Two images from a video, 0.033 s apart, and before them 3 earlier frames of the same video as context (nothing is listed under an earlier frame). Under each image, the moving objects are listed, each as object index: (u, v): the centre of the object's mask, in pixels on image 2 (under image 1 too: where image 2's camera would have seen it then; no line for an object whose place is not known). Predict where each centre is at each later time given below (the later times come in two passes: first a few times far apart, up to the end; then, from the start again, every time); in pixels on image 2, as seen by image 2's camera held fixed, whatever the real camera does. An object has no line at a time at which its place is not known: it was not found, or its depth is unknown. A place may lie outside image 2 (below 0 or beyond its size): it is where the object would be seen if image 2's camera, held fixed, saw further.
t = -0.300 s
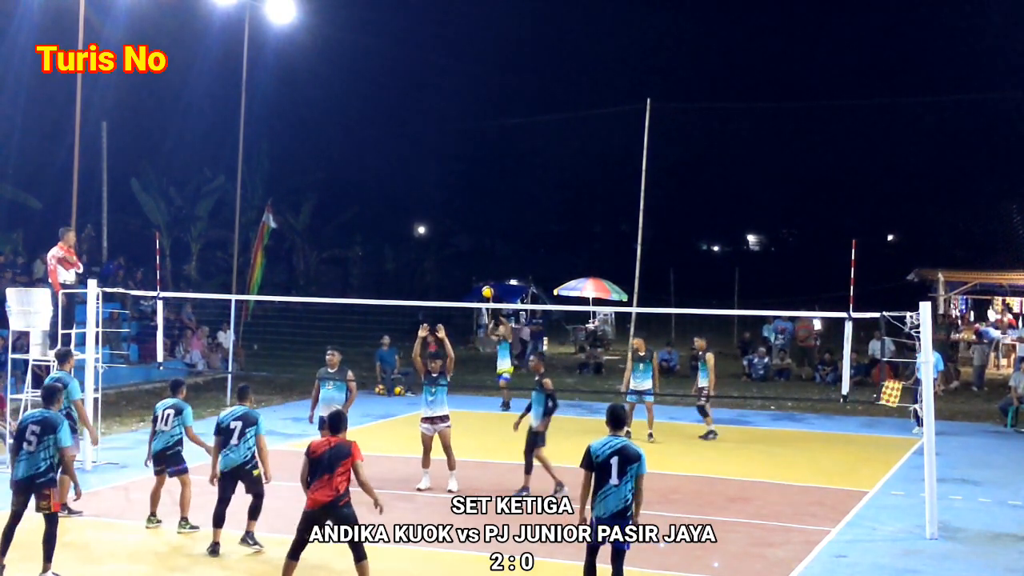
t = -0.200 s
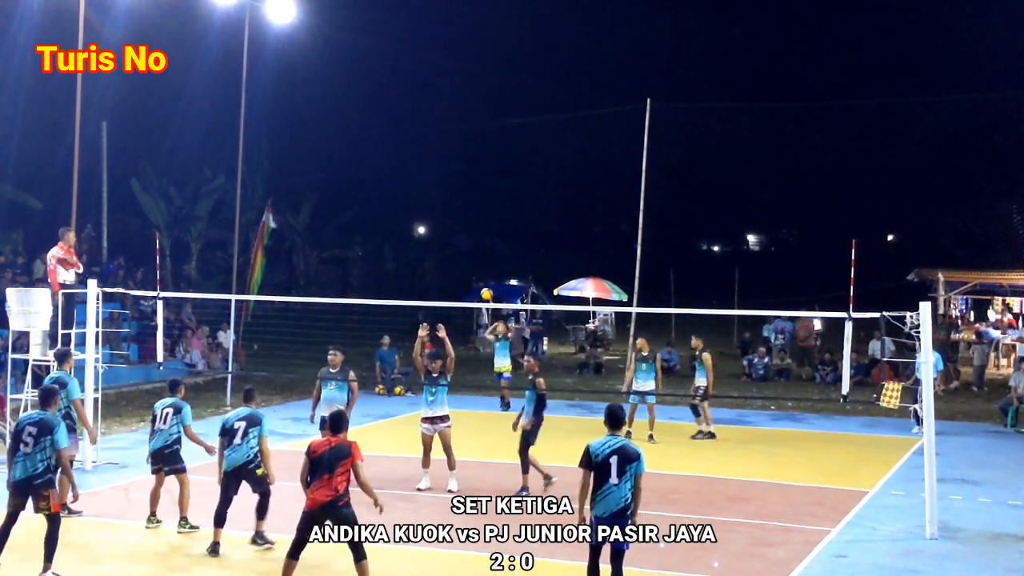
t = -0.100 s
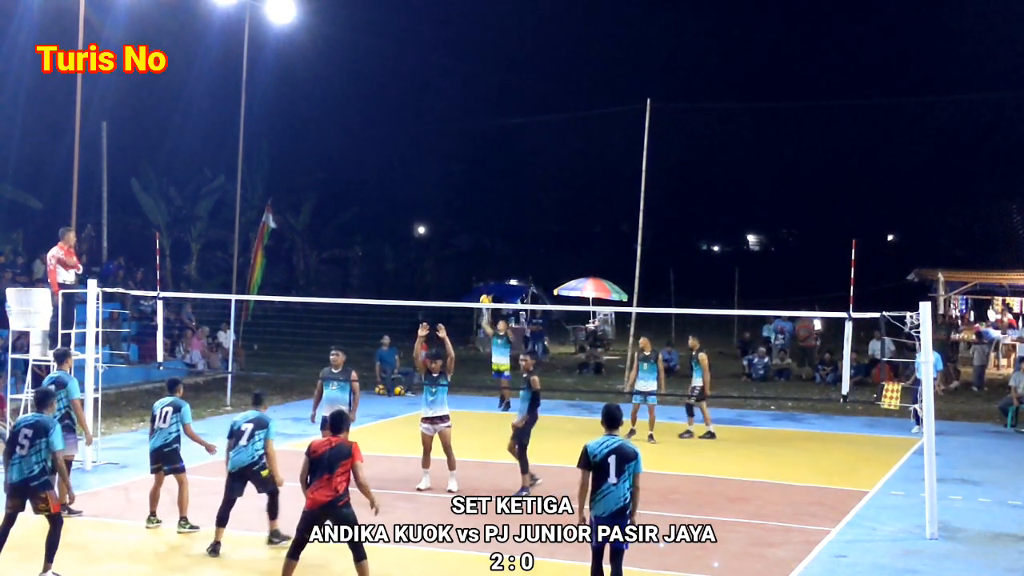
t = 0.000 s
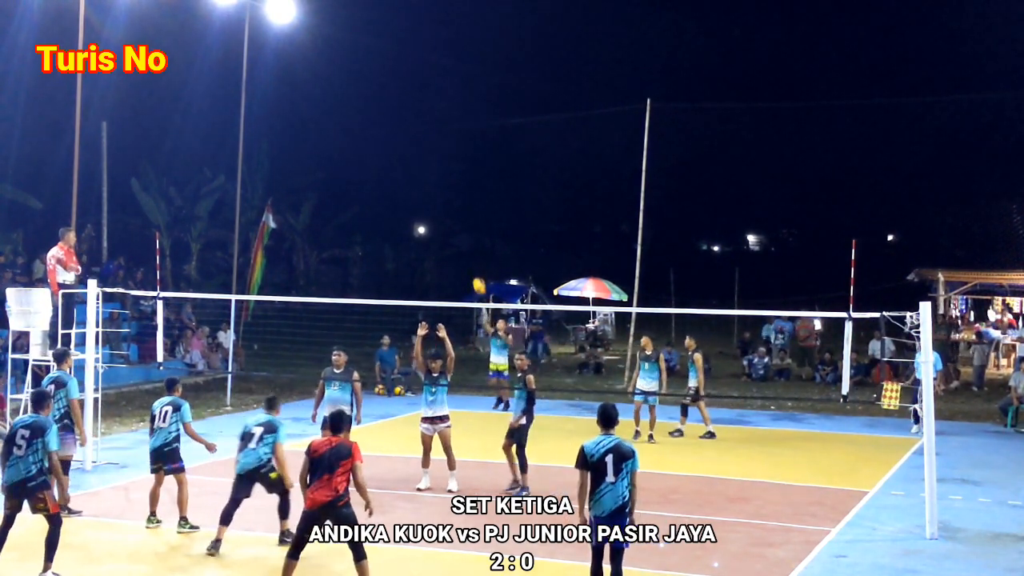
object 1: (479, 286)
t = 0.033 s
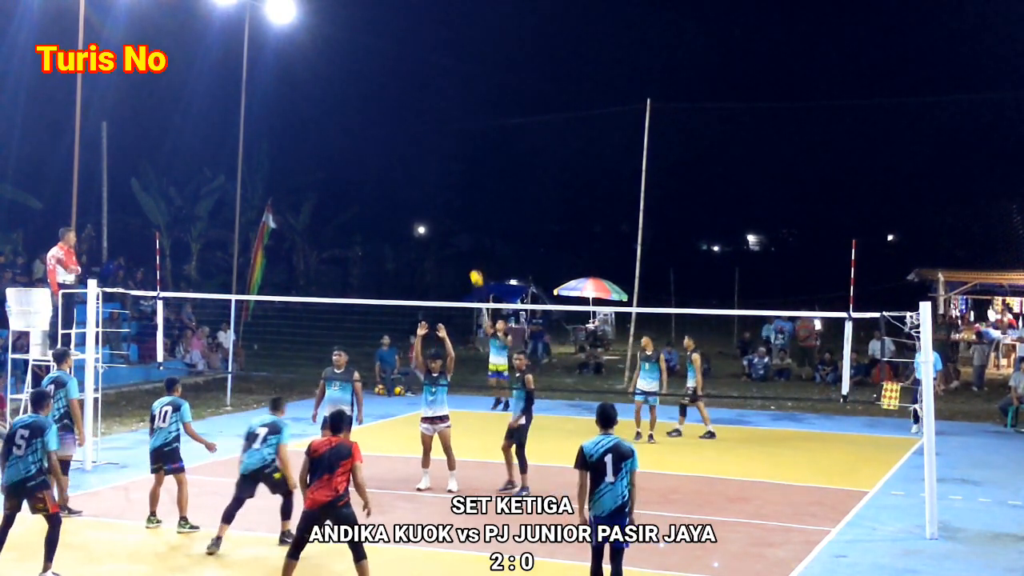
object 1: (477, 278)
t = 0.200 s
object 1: (461, 244)
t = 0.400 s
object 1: (435, 227)
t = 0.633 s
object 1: (399, 242)
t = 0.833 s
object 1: (366, 287)
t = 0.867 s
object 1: (361, 299)
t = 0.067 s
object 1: (474, 271)
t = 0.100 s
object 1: (471, 263)
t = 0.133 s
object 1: (468, 256)
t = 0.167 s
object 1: (464, 250)
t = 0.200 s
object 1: (461, 244)
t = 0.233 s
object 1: (457, 239)
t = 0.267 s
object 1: (453, 235)
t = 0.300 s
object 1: (448, 232)
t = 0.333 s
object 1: (444, 229)
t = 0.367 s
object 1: (439, 227)
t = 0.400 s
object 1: (435, 227)
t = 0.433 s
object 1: (431, 226)
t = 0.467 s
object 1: (425, 227)
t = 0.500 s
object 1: (420, 228)
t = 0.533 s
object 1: (415, 230)
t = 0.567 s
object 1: (409, 233)
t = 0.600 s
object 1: (404, 237)
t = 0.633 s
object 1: (399, 242)
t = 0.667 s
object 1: (393, 247)
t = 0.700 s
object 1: (388, 254)
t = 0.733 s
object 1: (382, 261)
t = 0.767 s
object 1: (377, 268)
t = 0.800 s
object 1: (372, 277)
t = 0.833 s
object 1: (366, 287)
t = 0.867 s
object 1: (361, 299)
